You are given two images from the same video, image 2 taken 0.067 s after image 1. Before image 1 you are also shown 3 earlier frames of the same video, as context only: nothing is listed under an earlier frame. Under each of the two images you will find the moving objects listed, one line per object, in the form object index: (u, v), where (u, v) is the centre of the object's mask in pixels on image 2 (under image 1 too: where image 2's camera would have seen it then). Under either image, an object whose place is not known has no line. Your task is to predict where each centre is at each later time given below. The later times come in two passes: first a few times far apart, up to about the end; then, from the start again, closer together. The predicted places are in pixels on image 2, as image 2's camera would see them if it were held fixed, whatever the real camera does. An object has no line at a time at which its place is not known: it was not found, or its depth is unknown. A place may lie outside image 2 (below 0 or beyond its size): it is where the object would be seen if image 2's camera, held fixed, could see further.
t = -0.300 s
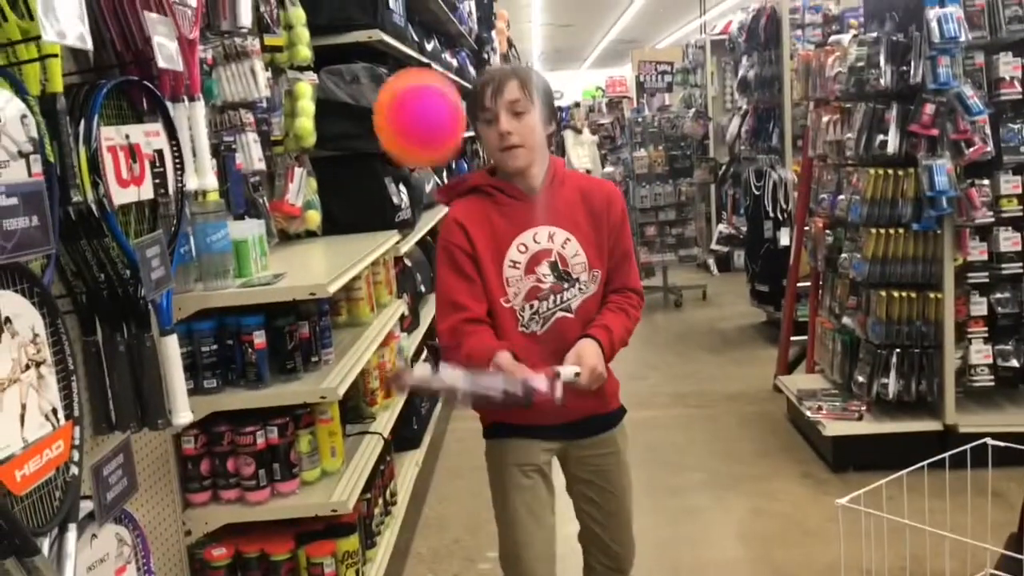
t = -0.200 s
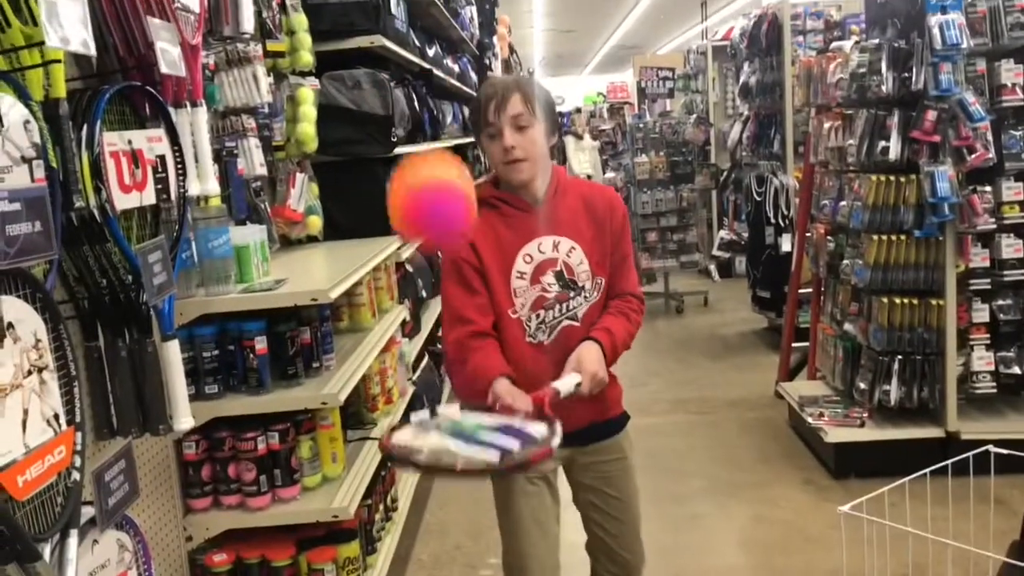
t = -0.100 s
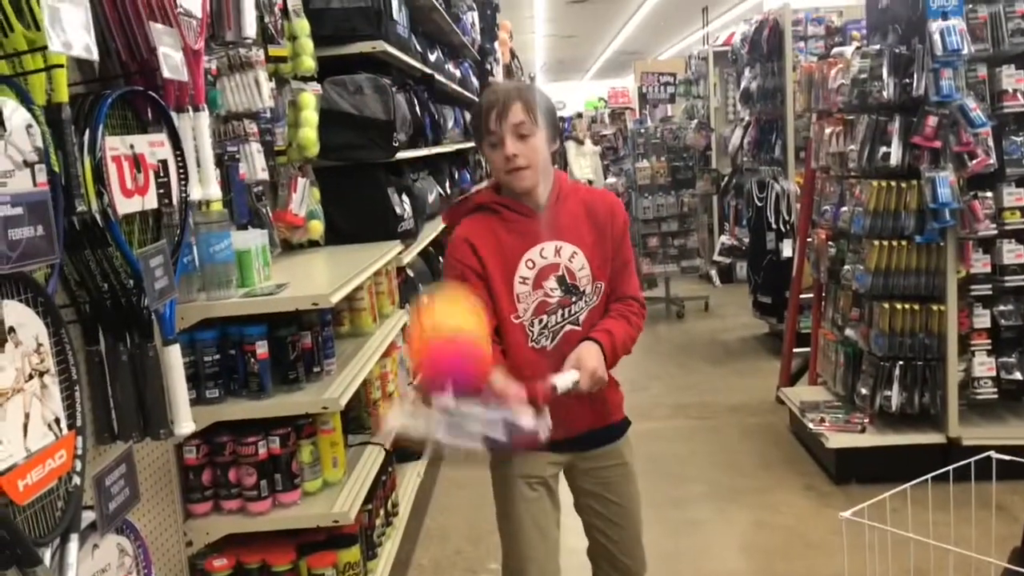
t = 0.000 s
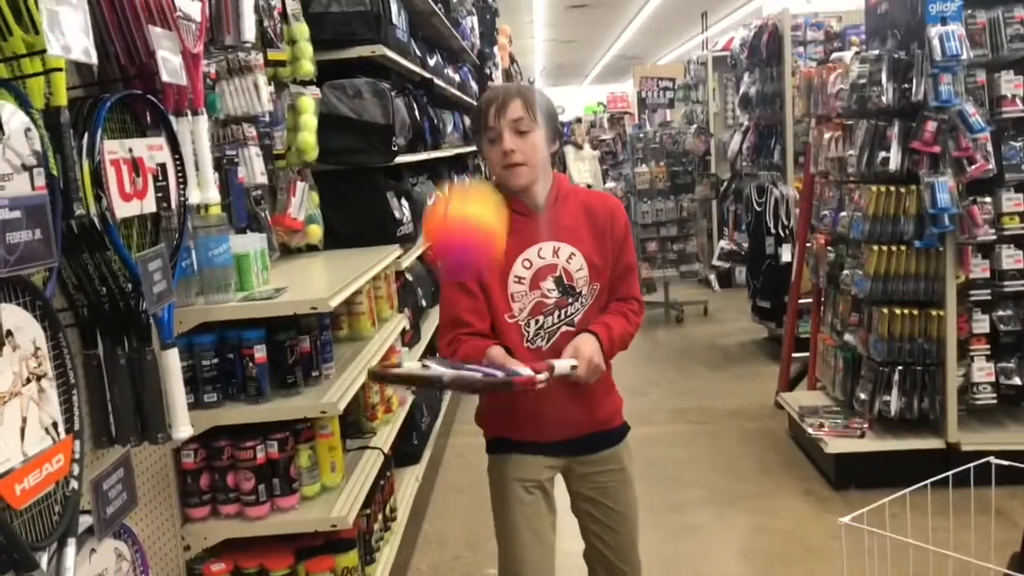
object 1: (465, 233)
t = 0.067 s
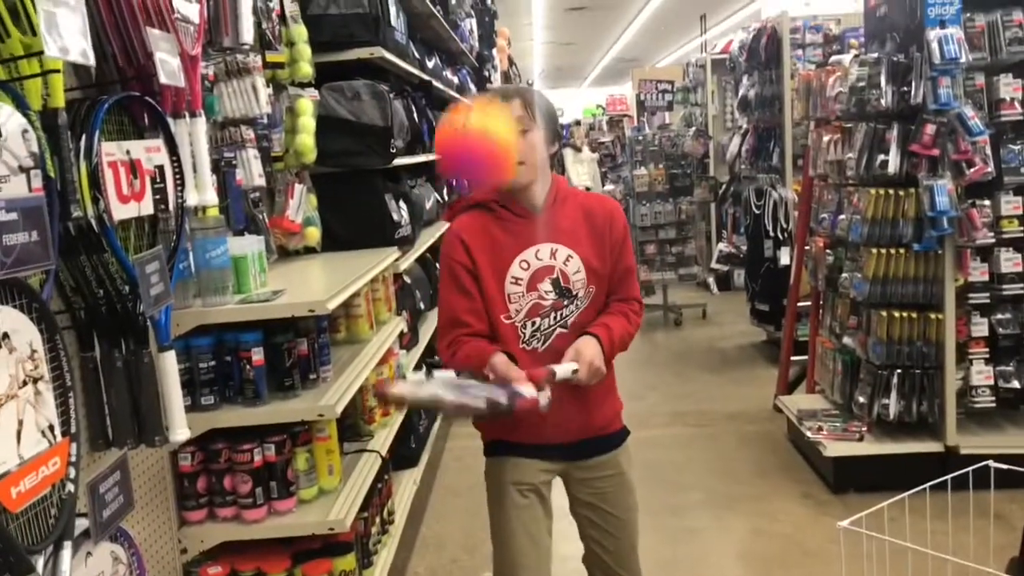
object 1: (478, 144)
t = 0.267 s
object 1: (527, 36)
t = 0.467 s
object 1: (581, 146)
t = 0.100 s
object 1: (486, 109)
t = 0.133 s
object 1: (492, 83)
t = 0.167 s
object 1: (499, 62)
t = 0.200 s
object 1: (509, 47)
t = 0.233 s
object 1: (518, 39)
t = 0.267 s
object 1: (527, 36)
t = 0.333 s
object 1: (545, 49)
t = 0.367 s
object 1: (554, 63)
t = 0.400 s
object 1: (565, 86)
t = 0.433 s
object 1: (575, 114)
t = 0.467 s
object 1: (581, 146)
